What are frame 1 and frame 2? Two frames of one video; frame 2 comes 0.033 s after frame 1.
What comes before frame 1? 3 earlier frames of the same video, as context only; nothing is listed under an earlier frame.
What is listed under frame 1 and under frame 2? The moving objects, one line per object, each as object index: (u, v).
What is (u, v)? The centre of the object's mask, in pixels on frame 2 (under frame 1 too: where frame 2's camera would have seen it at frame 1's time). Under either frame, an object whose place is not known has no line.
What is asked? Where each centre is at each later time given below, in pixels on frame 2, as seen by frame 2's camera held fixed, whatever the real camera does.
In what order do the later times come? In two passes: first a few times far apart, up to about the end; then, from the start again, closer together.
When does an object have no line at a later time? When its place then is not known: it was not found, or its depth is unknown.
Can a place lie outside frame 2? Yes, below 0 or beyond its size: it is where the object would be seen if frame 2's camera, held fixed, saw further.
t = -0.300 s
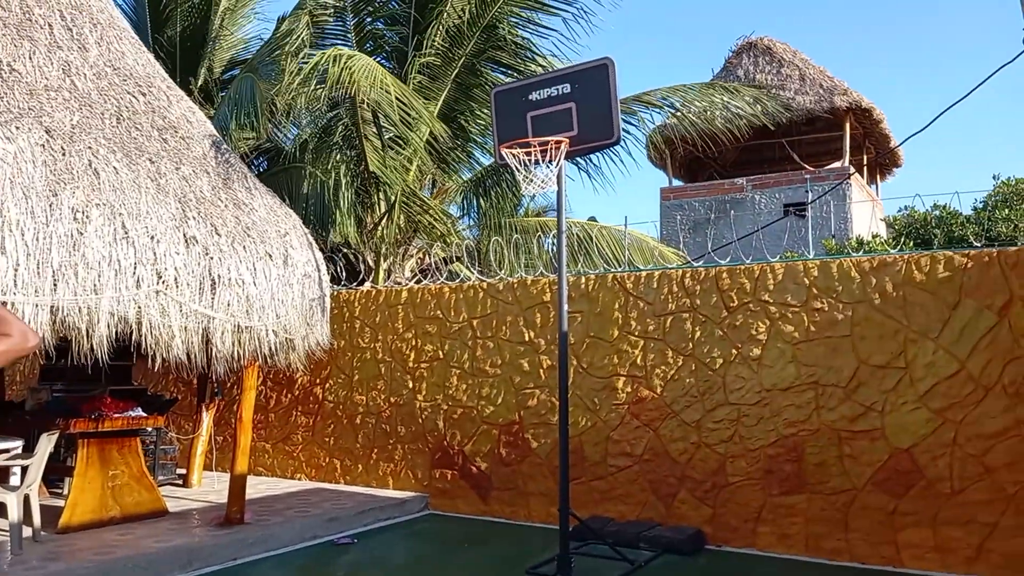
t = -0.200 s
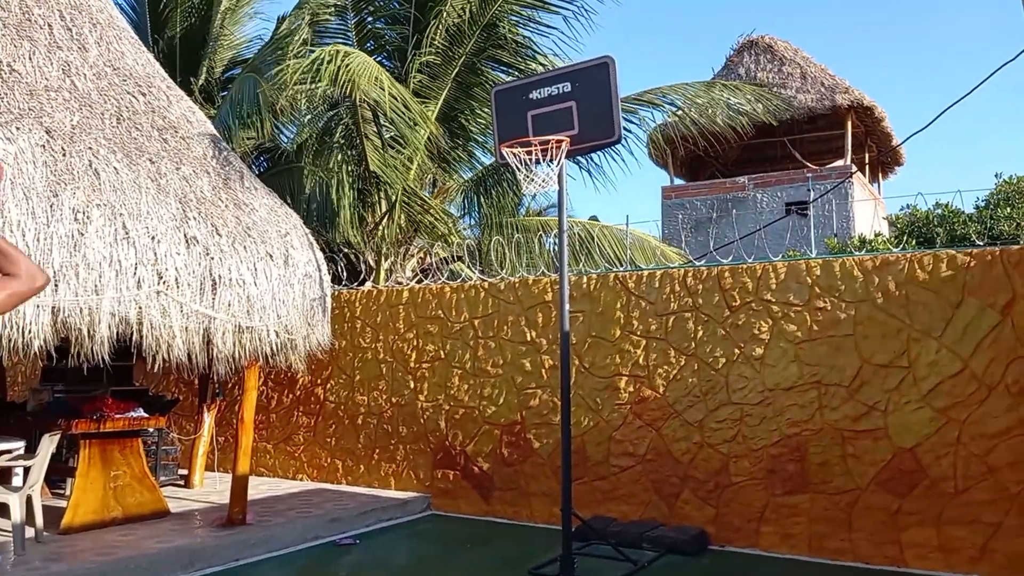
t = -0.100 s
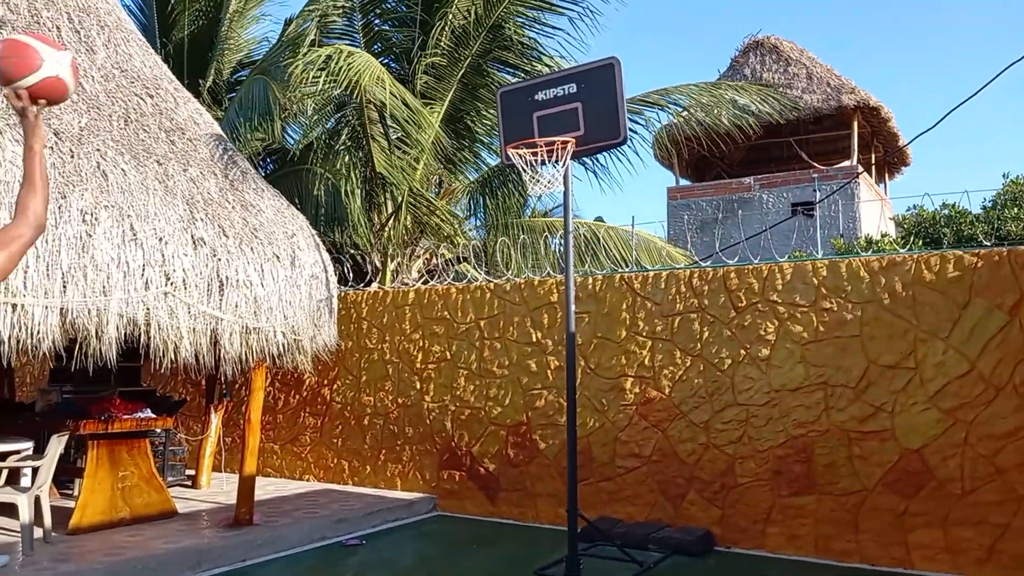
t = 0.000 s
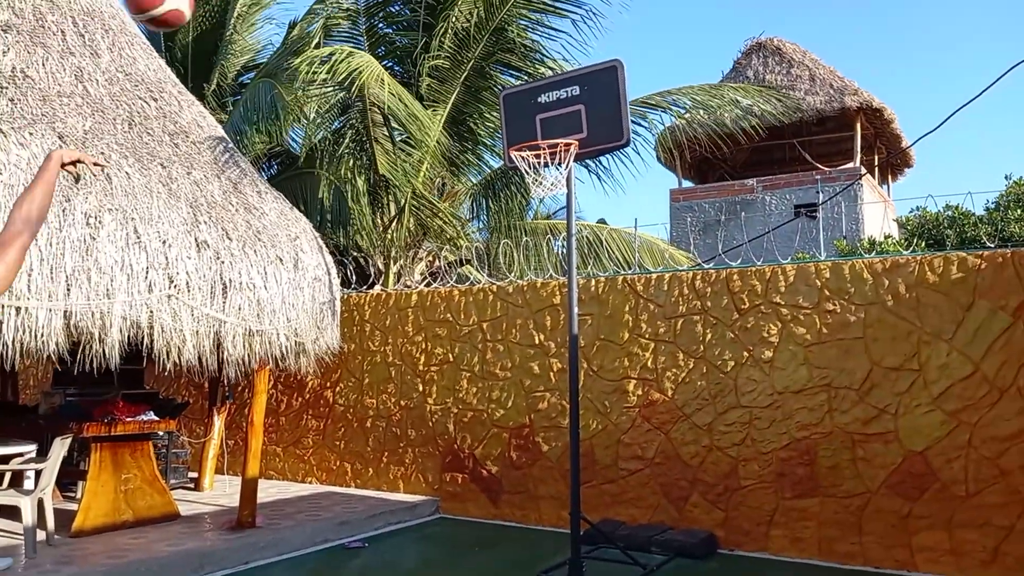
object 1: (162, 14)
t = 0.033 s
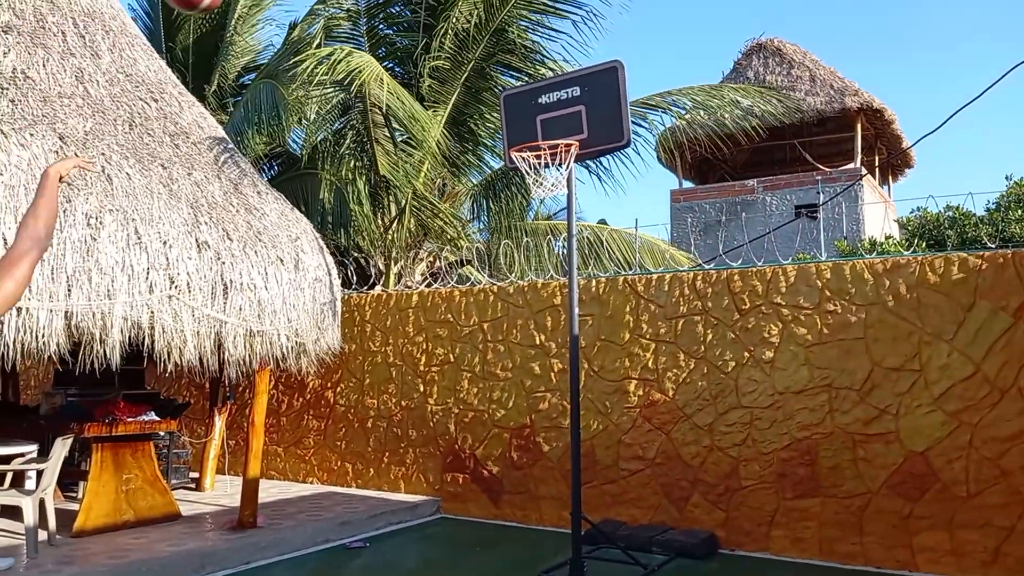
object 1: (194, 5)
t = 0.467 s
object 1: (462, 15)
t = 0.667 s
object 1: (536, 97)
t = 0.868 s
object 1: (546, 193)
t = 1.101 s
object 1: (514, 315)
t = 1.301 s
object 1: (489, 472)
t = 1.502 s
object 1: (466, 467)
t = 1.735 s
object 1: (441, 353)
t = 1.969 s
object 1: (413, 305)
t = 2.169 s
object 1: (388, 316)
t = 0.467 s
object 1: (462, 15)
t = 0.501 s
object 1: (476, 20)
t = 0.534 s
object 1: (489, 28)
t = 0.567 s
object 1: (501, 44)
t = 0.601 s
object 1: (513, 61)
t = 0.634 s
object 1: (525, 78)
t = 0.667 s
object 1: (536, 97)
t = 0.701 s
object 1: (546, 115)
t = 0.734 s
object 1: (557, 130)
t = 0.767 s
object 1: (560, 152)
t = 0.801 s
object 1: (554, 166)
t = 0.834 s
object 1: (551, 183)
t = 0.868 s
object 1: (546, 193)
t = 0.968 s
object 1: (532, 238)
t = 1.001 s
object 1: (527, 256)
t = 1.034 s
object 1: (523, 275)
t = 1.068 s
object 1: (518, 295)
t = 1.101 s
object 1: (514, 315)
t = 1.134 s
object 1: (510, 338)
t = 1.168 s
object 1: (505, 363)
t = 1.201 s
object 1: (501, 388)
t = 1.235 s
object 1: (498, 415)
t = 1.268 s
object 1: (493, 442)
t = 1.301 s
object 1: (489, 472)
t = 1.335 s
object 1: (487, 500)
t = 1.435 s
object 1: (475, 512)
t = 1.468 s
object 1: (469, 490)
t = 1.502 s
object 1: (466, 467)
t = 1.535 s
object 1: (463, 448)
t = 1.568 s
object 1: (459, 429)
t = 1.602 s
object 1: (455, 412)
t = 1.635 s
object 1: (451, 395)
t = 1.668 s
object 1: (448, 380)
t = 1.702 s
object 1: (444, 367)
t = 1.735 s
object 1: (441, 353)
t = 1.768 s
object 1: (436, 342)
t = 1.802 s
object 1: (432, 333)
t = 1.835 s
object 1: (428, 324)
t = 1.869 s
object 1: (424, 317)
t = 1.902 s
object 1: (420, 312)
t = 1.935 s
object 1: (416, 308)
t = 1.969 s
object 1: (413, 305)
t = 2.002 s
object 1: (408, 303)
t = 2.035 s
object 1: (404, 303)
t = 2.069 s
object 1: (400, 303)
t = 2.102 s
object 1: (397, 306)
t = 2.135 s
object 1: (392, 310)
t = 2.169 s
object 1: (388, 316)
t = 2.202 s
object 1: (383, 324)
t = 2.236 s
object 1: (379, 332)
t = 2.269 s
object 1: (375, 343)
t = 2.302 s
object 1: (371, 355)
